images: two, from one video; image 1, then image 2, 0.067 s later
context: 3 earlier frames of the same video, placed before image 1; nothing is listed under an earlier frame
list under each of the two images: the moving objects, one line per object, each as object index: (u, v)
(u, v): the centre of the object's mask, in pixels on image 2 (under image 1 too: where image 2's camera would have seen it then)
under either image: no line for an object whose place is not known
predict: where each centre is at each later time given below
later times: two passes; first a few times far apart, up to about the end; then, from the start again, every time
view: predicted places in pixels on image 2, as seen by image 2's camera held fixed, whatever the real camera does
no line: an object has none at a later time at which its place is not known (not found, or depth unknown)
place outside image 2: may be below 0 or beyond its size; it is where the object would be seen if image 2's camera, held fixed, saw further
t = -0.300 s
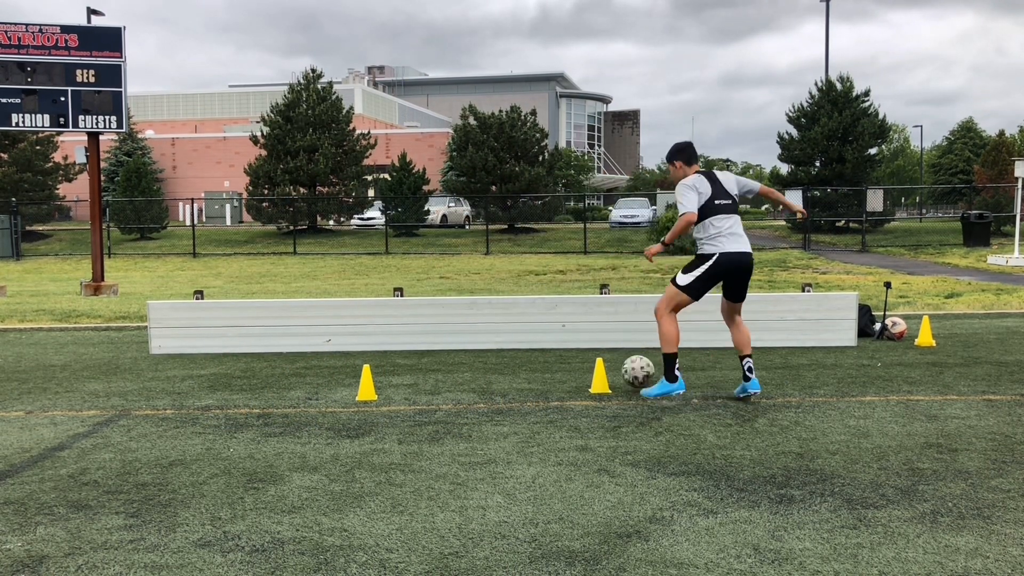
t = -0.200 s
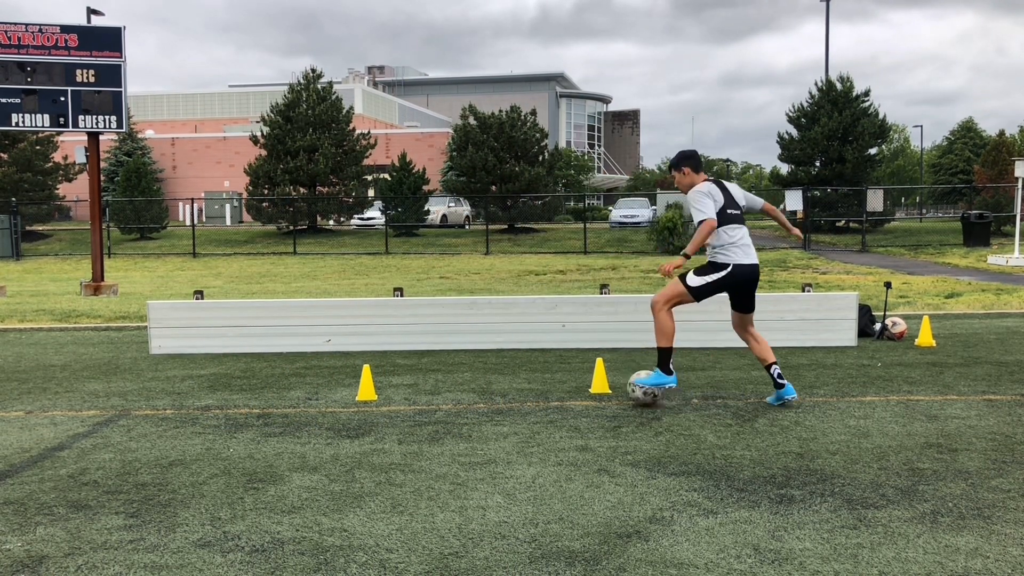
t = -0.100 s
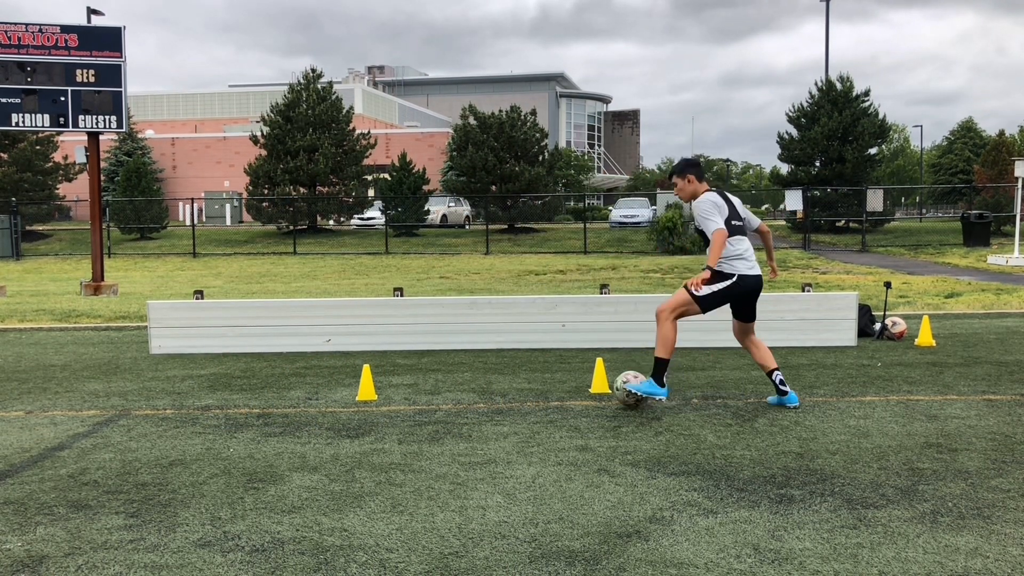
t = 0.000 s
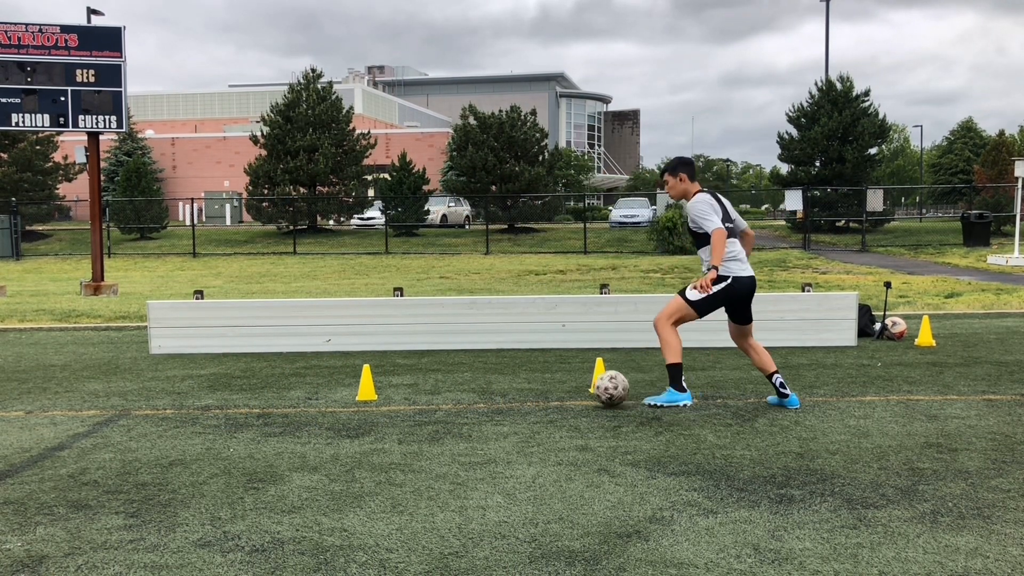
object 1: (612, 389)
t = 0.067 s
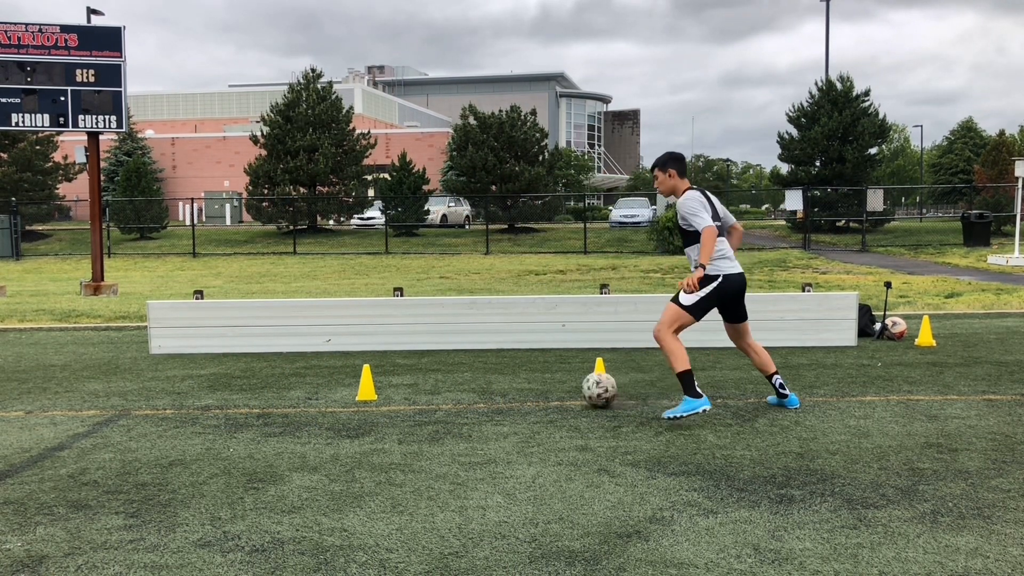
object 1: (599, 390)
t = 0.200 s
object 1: (578, 390)
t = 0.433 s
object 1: (543, 391)
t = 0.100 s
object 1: (594, 390)
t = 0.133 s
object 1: (588, 390)
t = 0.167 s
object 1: (583, 390)
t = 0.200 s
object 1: (578, 390)
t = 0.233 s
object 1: (573, 390)
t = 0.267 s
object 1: (568, 391)
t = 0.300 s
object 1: (563, 391)
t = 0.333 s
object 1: (558, 391)
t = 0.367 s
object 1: (553, 391)
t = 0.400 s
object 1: (548, 391)
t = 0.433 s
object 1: (543, 391)
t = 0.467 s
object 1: (538, 391)
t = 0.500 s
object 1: (533, 391)
